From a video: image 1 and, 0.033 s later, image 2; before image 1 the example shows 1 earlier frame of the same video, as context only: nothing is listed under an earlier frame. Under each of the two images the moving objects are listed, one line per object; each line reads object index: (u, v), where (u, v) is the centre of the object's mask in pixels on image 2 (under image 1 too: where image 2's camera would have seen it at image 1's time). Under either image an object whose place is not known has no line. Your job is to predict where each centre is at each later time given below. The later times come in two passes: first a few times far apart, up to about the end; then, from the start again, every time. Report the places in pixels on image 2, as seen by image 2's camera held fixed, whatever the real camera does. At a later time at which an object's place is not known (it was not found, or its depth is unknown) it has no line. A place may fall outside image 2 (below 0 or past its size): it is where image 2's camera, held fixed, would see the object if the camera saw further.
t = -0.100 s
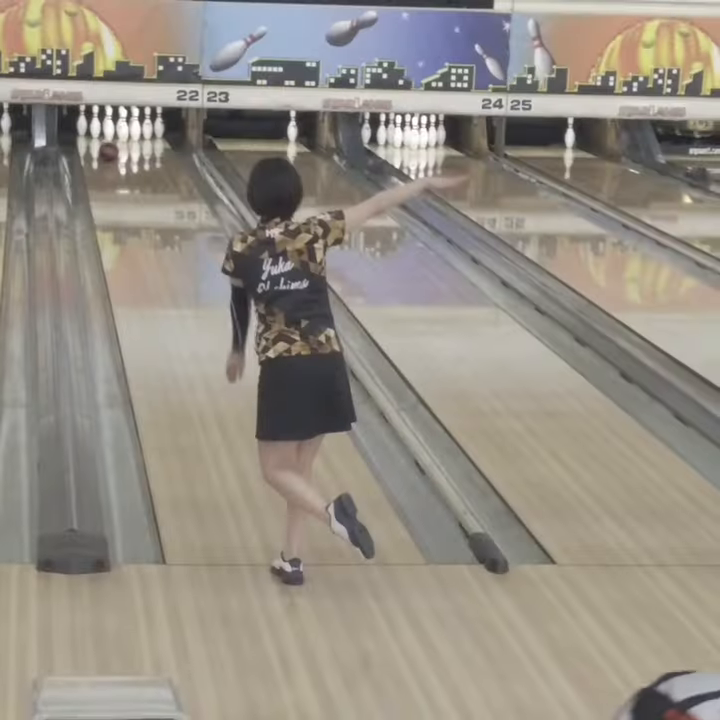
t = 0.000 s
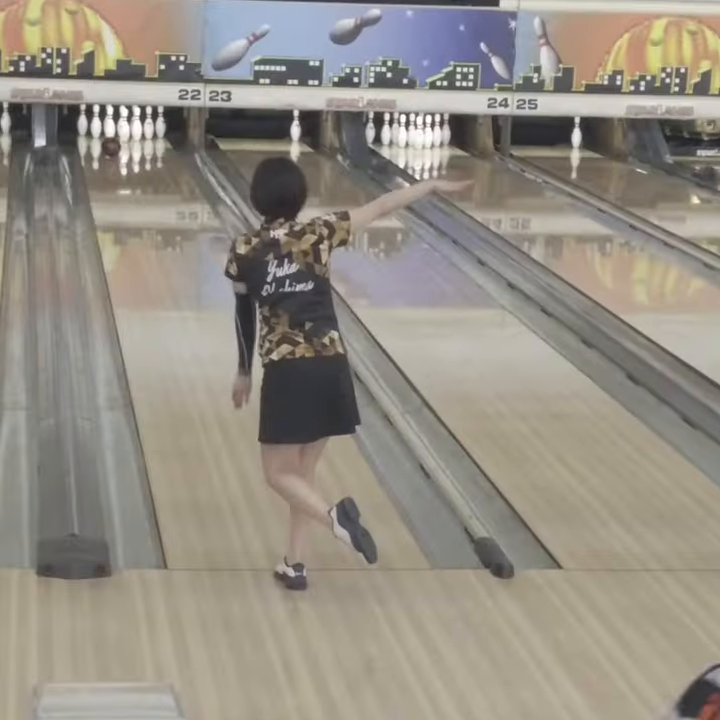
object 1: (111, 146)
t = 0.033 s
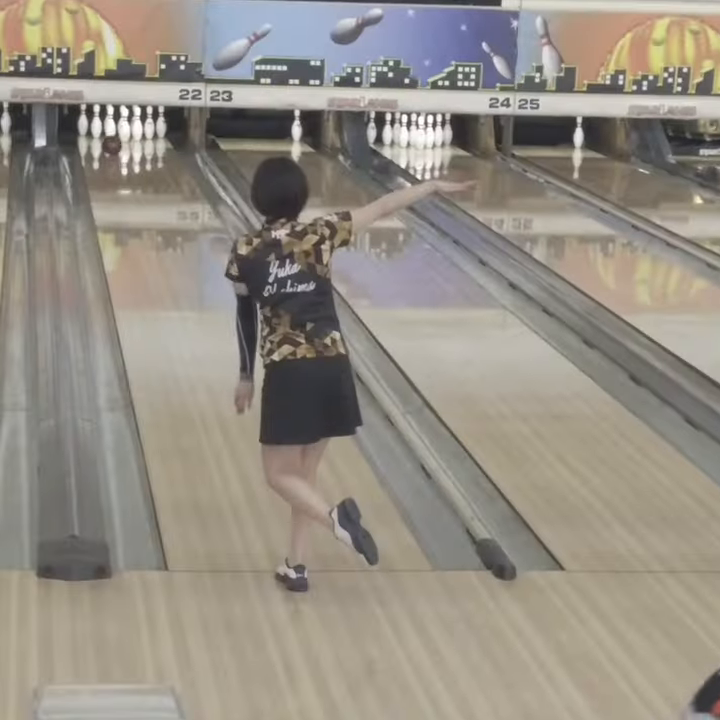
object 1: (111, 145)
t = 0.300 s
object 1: (117, 131)
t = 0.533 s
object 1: (123, 121)
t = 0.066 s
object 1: (112, 142)
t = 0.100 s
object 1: (112, 140)
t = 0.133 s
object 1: (112, 138)
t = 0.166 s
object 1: (113, 136)
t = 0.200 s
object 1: (114, 135)
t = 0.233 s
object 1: (115, 133)
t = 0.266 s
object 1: (116, 131)
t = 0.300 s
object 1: (117, 131)
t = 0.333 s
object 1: (117, 129)
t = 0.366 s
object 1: (116, 128)
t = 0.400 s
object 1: (117, 127)
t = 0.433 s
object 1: (118, 125)
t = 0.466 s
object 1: (120, 123)
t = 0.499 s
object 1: (123, 123)
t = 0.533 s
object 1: (123, 121)
